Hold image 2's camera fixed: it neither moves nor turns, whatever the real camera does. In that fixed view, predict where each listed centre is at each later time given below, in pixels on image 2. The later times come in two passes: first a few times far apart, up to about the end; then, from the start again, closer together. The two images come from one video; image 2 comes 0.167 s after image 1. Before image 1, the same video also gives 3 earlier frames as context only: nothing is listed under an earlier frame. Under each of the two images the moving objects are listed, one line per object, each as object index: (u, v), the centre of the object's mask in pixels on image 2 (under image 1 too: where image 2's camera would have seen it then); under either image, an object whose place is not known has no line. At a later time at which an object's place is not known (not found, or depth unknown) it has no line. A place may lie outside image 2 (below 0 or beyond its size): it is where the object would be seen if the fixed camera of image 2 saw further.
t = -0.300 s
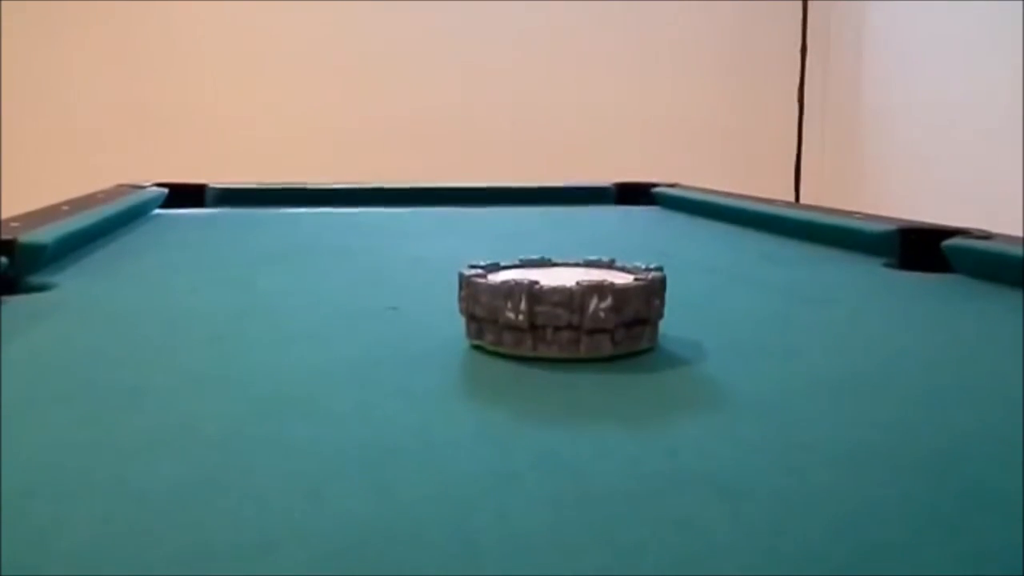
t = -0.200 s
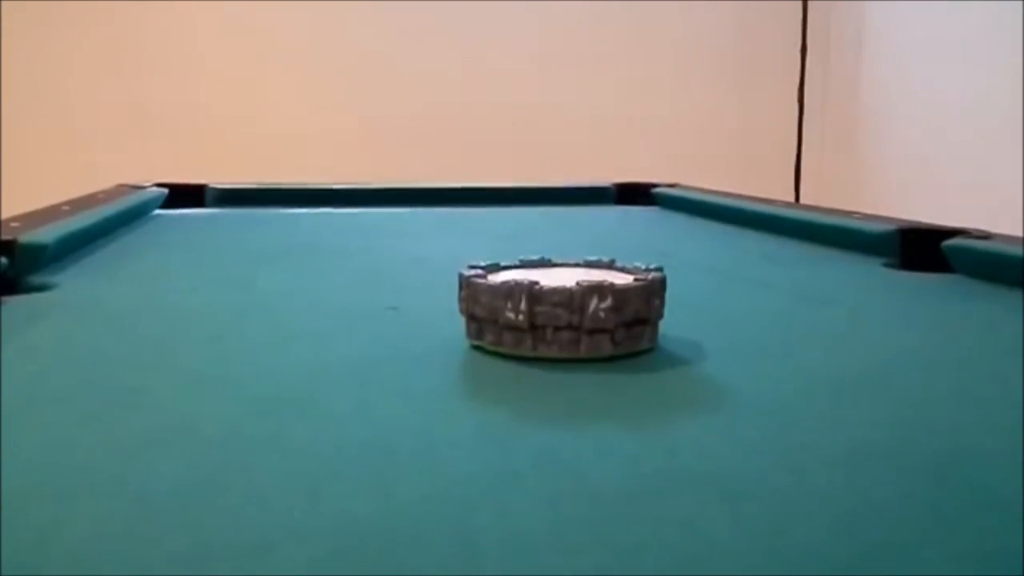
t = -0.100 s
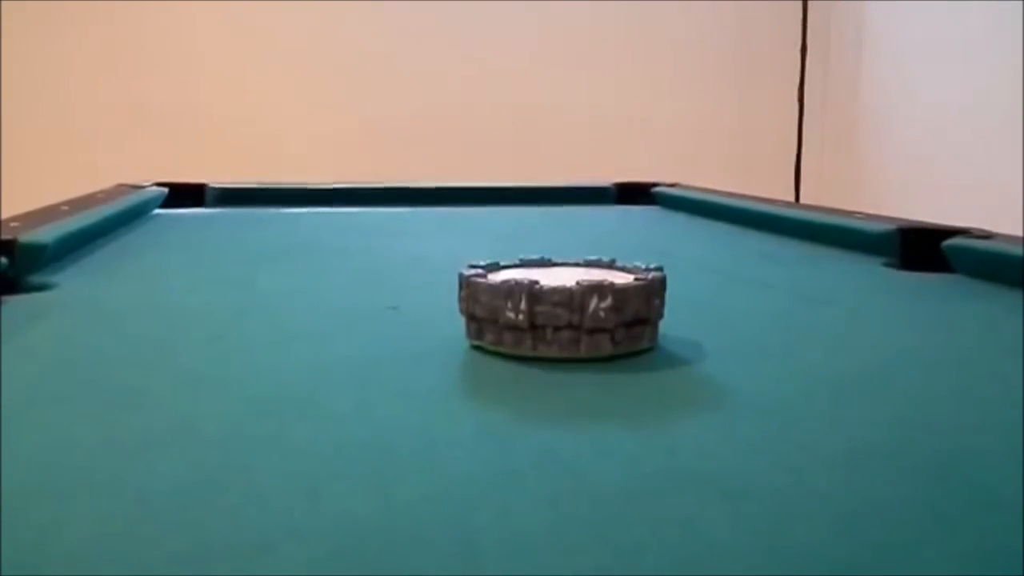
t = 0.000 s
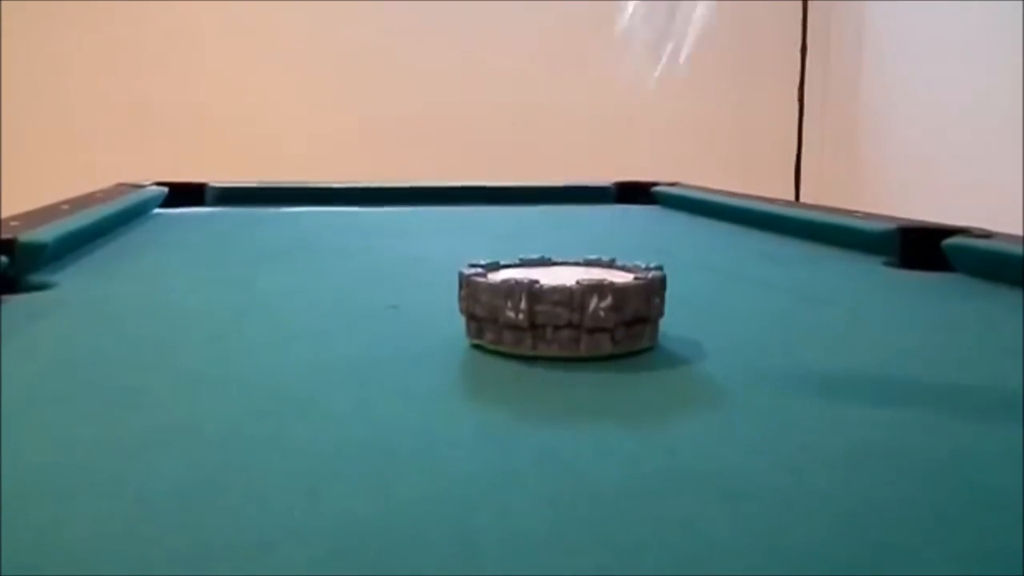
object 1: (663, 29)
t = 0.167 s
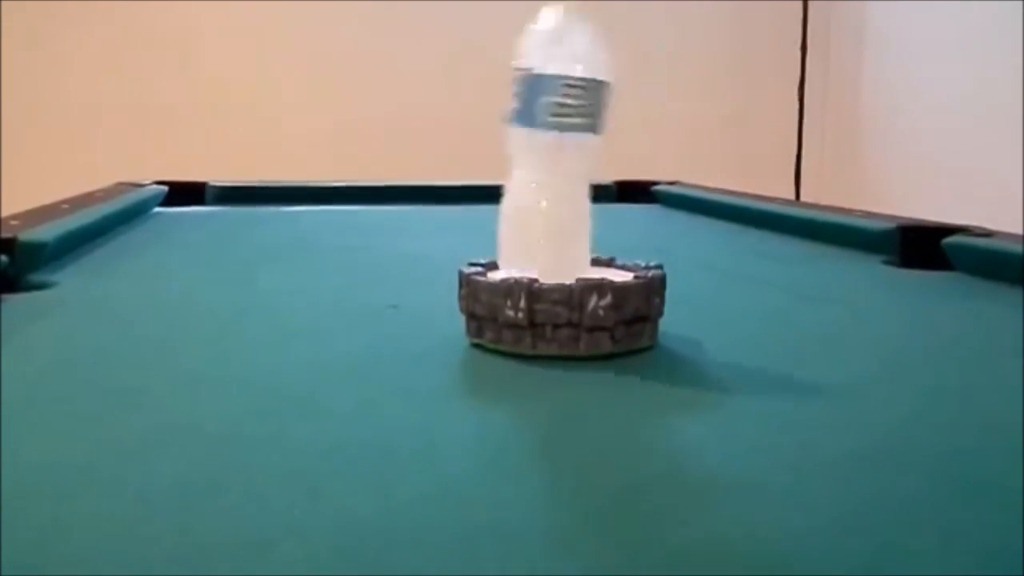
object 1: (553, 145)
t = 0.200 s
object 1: (543, 147)
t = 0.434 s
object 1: (549, 145)
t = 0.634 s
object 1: (542, 143)
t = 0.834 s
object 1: (543, 143)
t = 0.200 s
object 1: (543, 147)
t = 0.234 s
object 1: (536, 144)
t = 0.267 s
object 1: (534, 144)
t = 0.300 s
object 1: (536, 144)
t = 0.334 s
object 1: (543, 143)
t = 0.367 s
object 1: (548, 143)
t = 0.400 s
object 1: (550, 145)
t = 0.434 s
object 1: (549, 145)
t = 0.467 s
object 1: (544, 143)
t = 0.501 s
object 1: (540, 143)
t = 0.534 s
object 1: (540, 144)
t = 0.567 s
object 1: (541, 144)
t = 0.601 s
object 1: (542, 143)
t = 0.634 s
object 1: (542, 143)
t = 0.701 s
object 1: (542, 143)
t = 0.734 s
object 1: (543, 144)
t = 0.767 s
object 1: (543, 143)
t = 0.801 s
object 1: (543, 144)
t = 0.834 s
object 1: (543, 143)
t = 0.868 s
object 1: (542, 142)
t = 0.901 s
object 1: (541, 142)
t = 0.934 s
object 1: (540, 142)
